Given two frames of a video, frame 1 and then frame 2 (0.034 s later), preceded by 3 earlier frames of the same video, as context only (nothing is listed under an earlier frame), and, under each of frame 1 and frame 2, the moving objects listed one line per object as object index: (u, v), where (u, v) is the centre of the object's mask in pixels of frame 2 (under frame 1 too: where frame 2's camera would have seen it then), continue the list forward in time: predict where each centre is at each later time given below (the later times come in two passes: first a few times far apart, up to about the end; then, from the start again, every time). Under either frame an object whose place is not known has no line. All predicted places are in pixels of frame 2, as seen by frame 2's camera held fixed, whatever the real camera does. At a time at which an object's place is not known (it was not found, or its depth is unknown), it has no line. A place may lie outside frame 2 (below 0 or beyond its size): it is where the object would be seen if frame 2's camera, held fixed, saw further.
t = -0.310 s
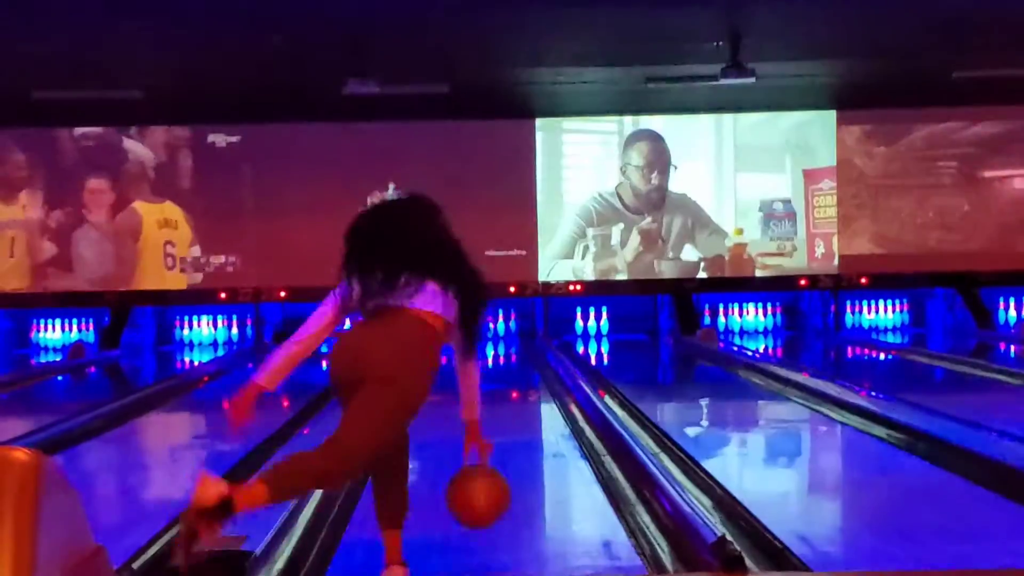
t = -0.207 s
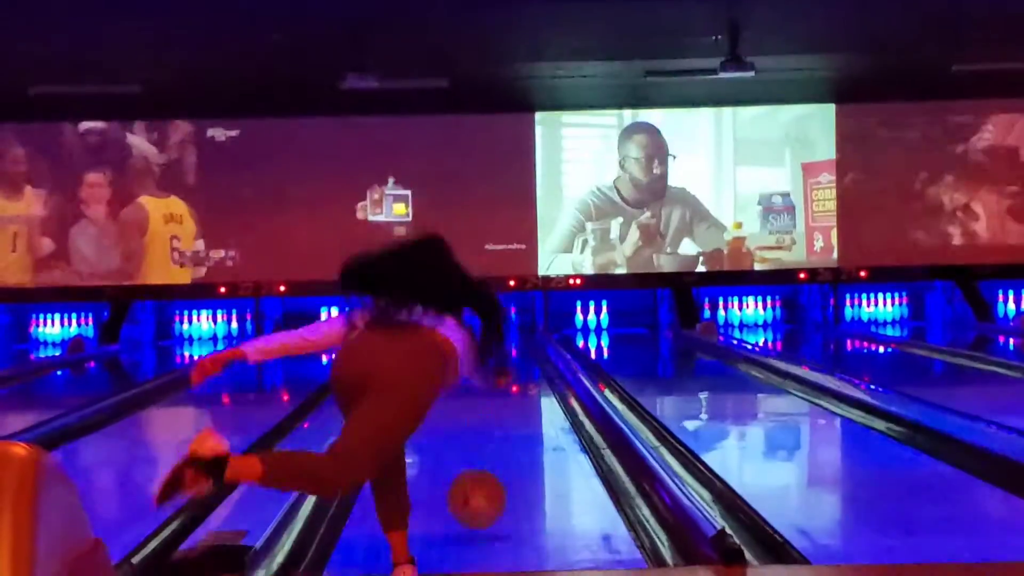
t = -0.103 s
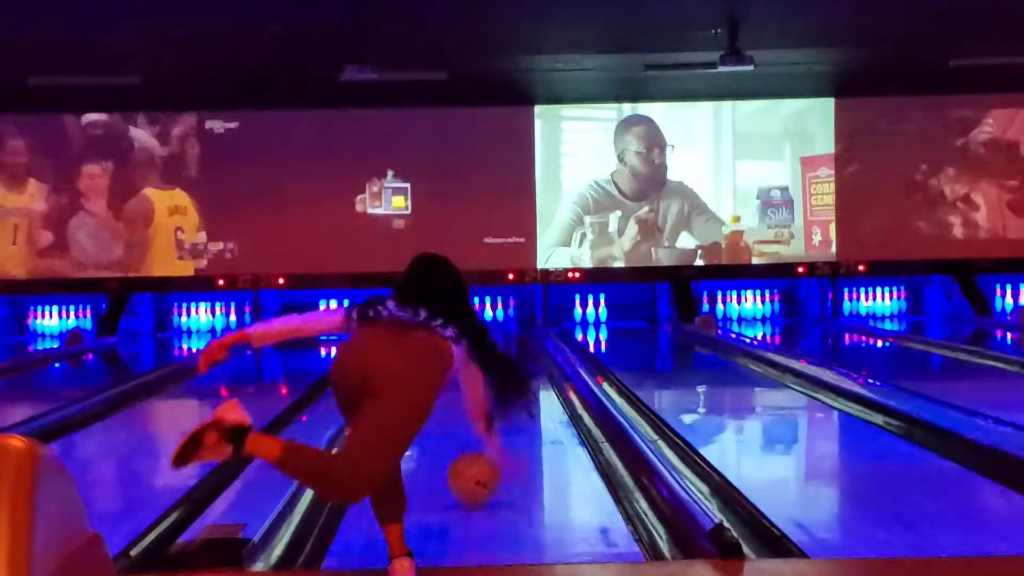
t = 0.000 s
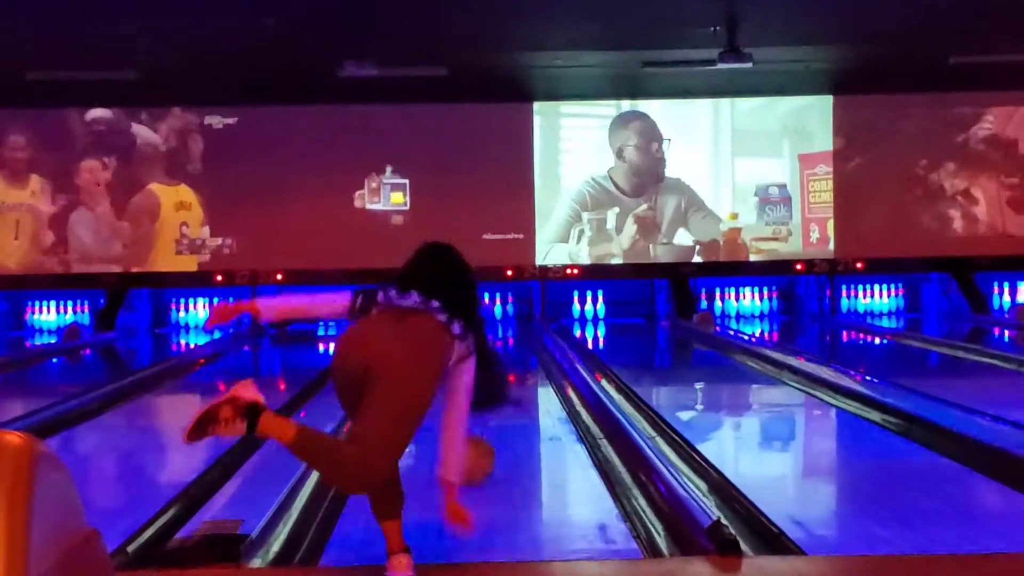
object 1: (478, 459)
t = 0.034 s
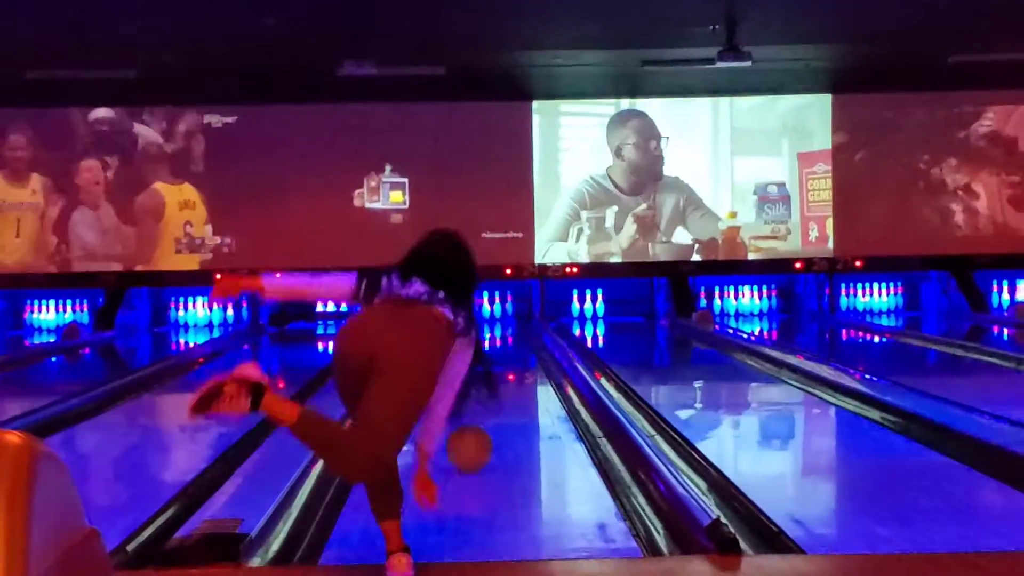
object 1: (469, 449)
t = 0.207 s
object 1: (467, 425)
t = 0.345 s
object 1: (466, 411)
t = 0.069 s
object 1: (469, 444)
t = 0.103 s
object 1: (468, 439)
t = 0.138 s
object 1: (468, 434)
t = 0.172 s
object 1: (468, 430)
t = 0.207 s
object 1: (467, 425)
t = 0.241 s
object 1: (467, 422)
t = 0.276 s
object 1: (466, 417)
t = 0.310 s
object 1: (467, 414)
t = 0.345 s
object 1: (466, 411)
